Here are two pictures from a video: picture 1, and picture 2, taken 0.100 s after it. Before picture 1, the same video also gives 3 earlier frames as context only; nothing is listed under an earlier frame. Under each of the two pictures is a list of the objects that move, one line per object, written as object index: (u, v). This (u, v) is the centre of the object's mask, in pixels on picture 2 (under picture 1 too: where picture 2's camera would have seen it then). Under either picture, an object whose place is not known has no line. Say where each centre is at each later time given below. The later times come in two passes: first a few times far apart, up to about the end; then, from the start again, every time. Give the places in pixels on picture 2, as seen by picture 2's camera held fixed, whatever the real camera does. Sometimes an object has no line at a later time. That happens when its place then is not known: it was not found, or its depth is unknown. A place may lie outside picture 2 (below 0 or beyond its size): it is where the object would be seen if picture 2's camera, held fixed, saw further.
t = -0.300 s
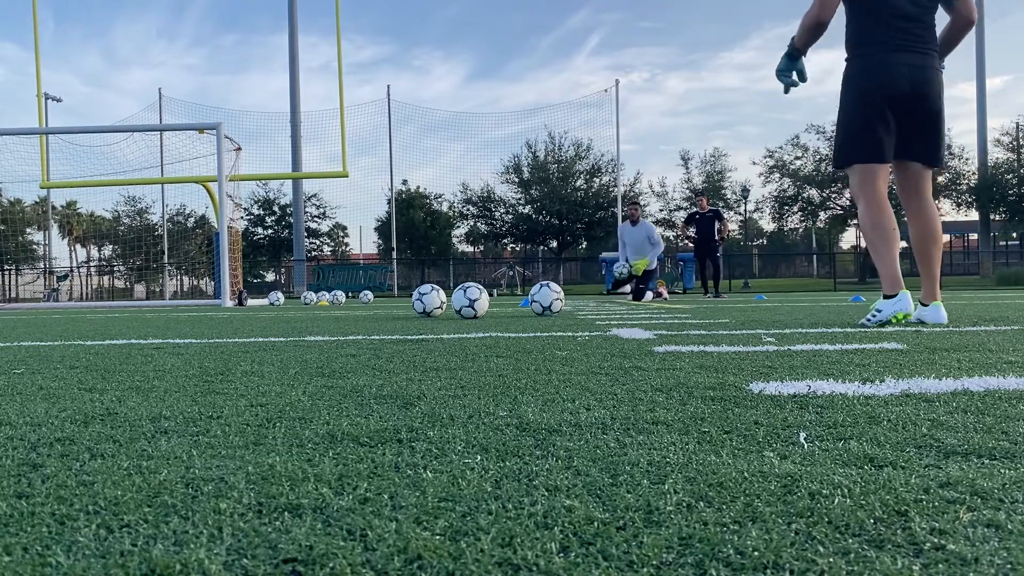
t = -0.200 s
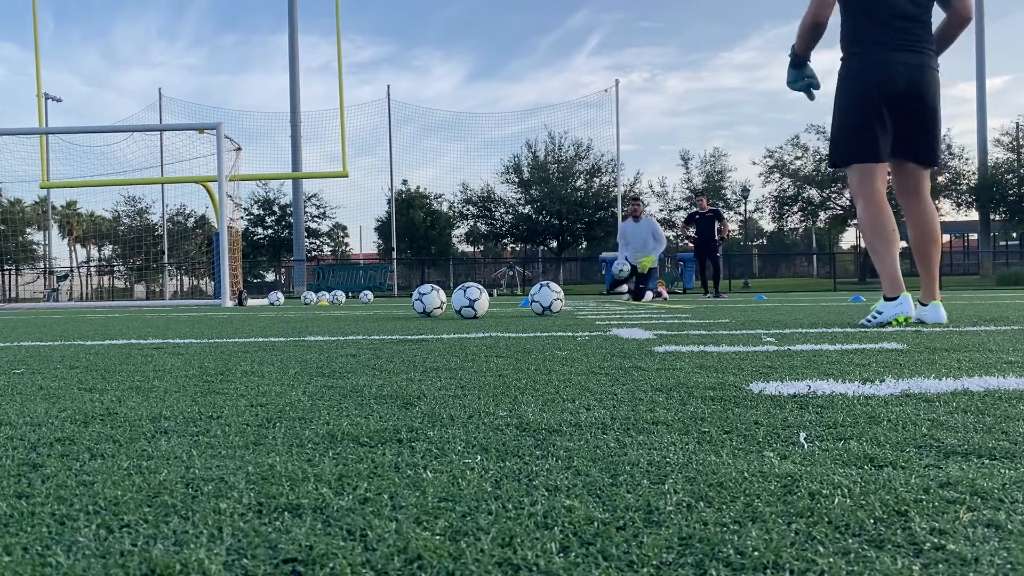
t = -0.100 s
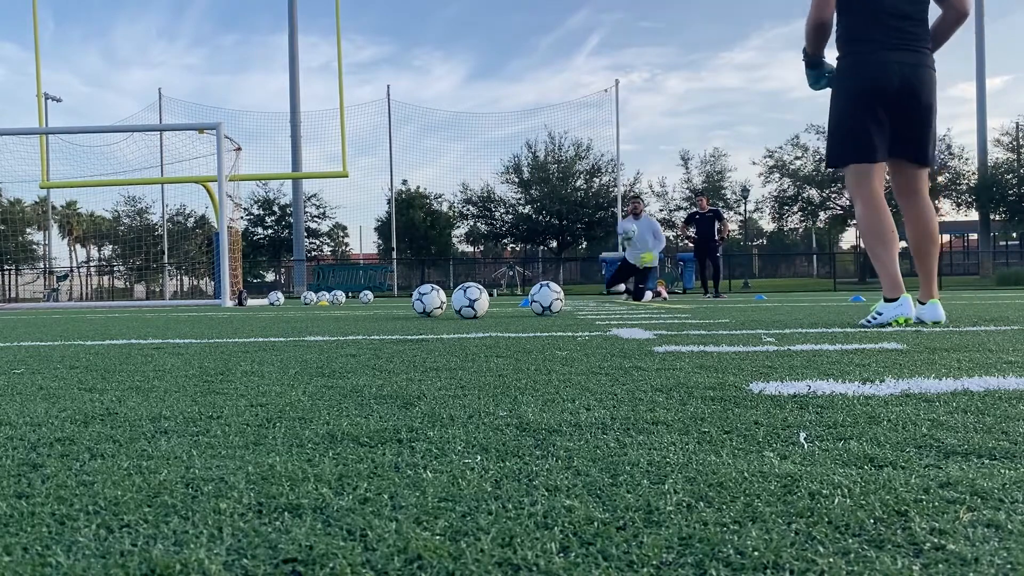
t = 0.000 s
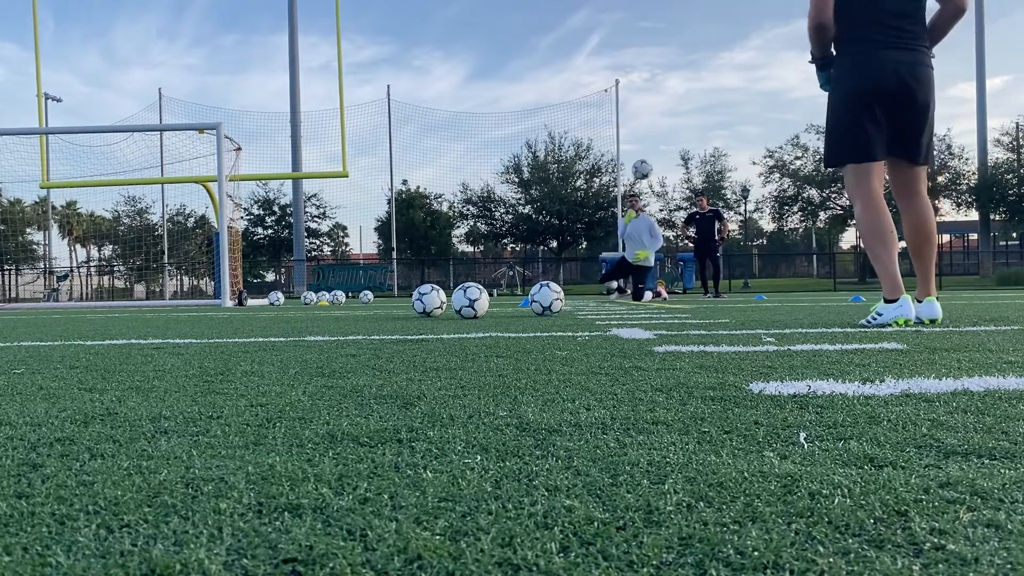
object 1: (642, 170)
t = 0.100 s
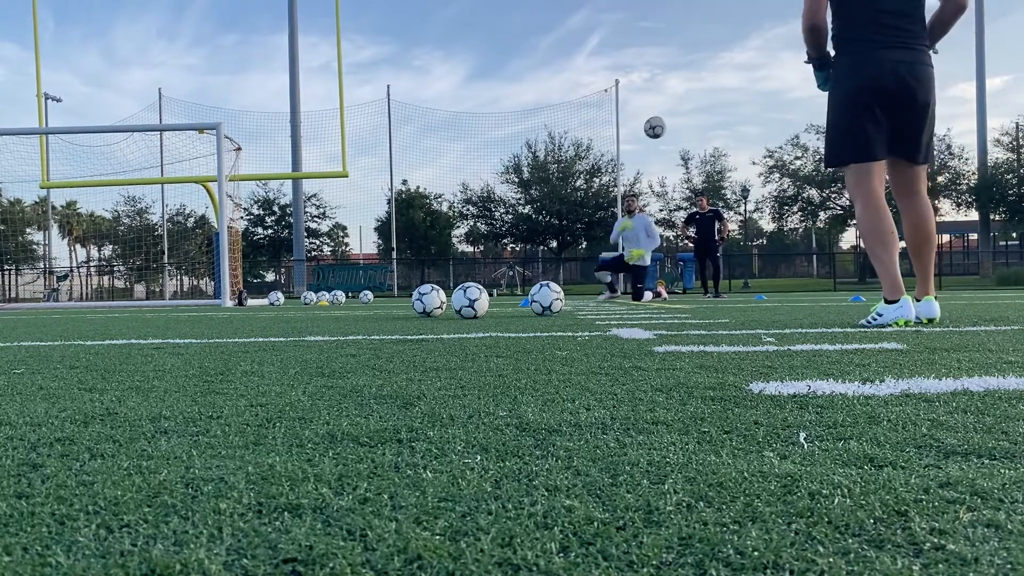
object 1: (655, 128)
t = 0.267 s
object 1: (681, 68)
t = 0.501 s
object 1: (732, 22)
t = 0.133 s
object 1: (660, 114)
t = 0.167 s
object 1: (665, 102)
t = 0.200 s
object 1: (670, 90)
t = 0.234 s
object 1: (675, 79)
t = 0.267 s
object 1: (681, 68)
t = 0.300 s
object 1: (687, 59)
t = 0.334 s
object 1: (693, 50)
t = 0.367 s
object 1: (700, 43)
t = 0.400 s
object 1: (707, 36)
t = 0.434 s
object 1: (715, 30)
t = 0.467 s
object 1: (724, 25)
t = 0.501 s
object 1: (732, 22)
